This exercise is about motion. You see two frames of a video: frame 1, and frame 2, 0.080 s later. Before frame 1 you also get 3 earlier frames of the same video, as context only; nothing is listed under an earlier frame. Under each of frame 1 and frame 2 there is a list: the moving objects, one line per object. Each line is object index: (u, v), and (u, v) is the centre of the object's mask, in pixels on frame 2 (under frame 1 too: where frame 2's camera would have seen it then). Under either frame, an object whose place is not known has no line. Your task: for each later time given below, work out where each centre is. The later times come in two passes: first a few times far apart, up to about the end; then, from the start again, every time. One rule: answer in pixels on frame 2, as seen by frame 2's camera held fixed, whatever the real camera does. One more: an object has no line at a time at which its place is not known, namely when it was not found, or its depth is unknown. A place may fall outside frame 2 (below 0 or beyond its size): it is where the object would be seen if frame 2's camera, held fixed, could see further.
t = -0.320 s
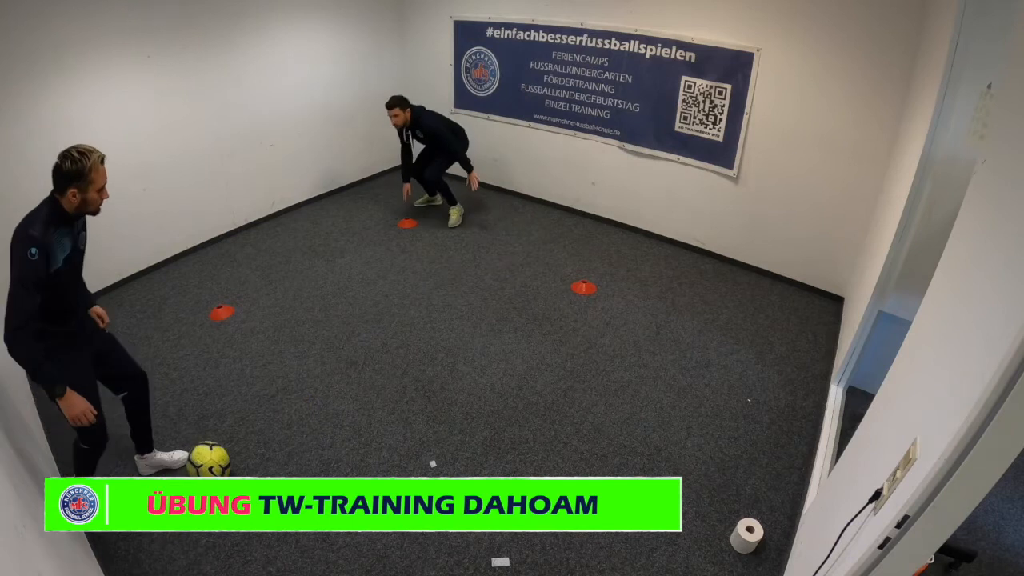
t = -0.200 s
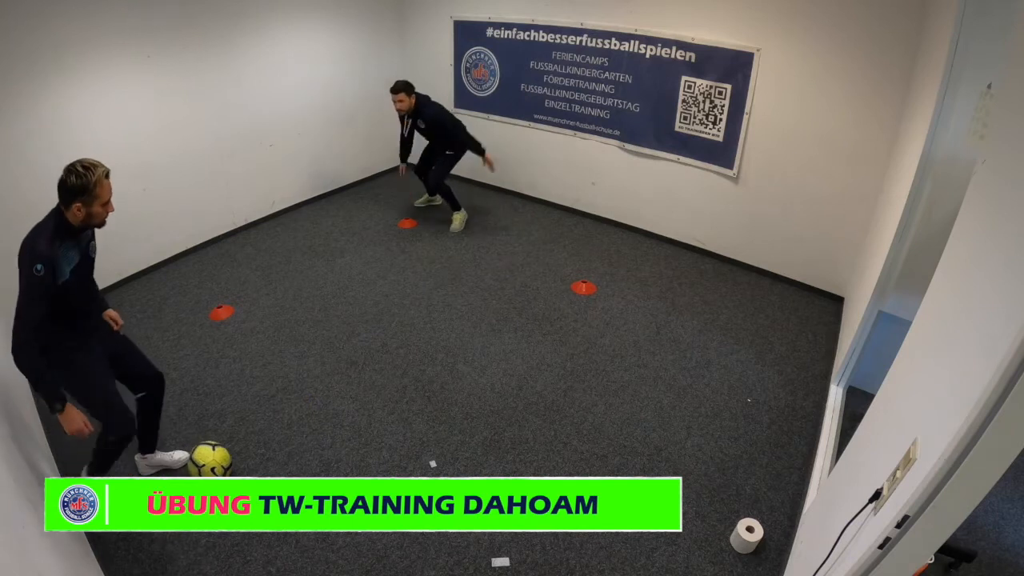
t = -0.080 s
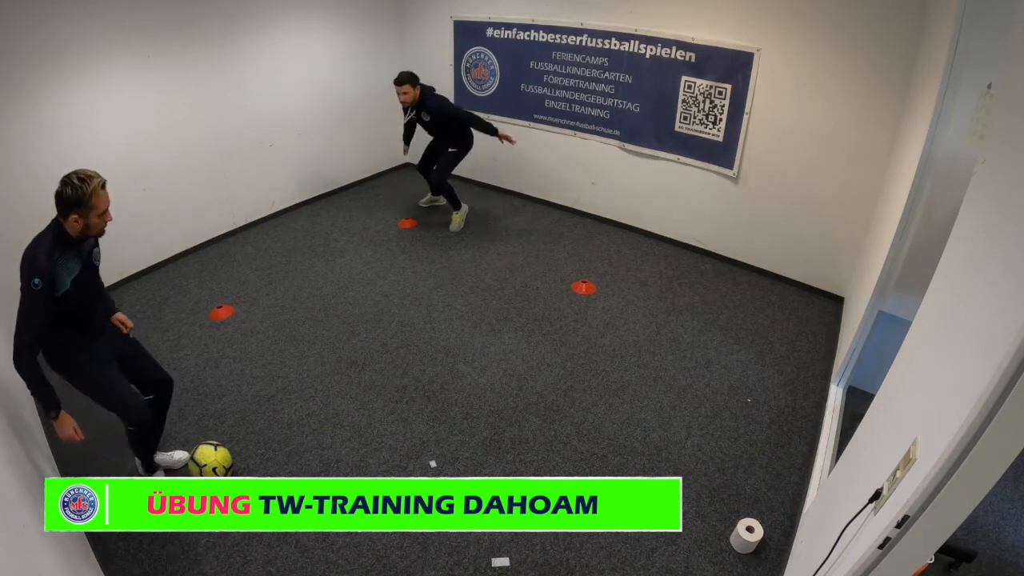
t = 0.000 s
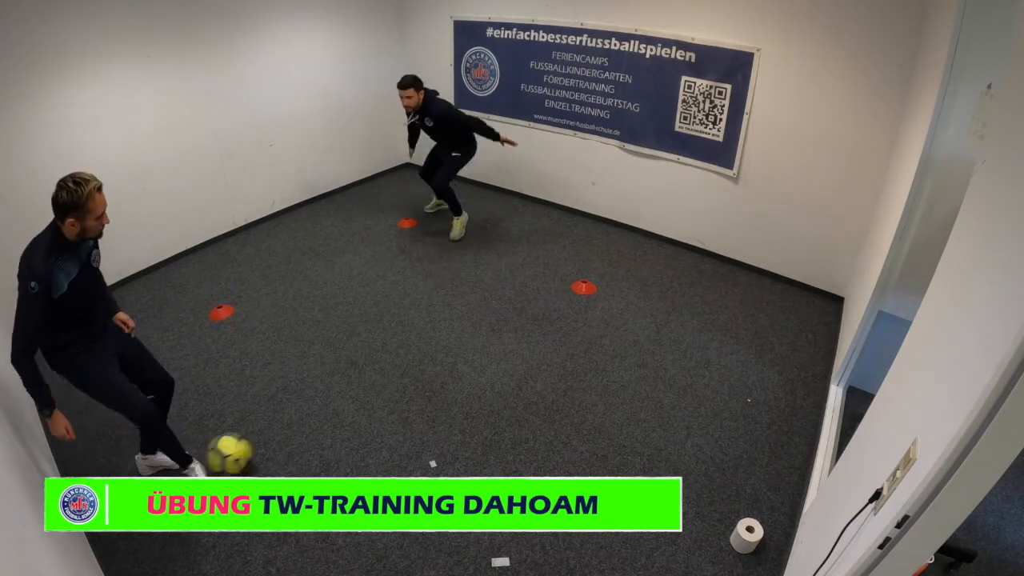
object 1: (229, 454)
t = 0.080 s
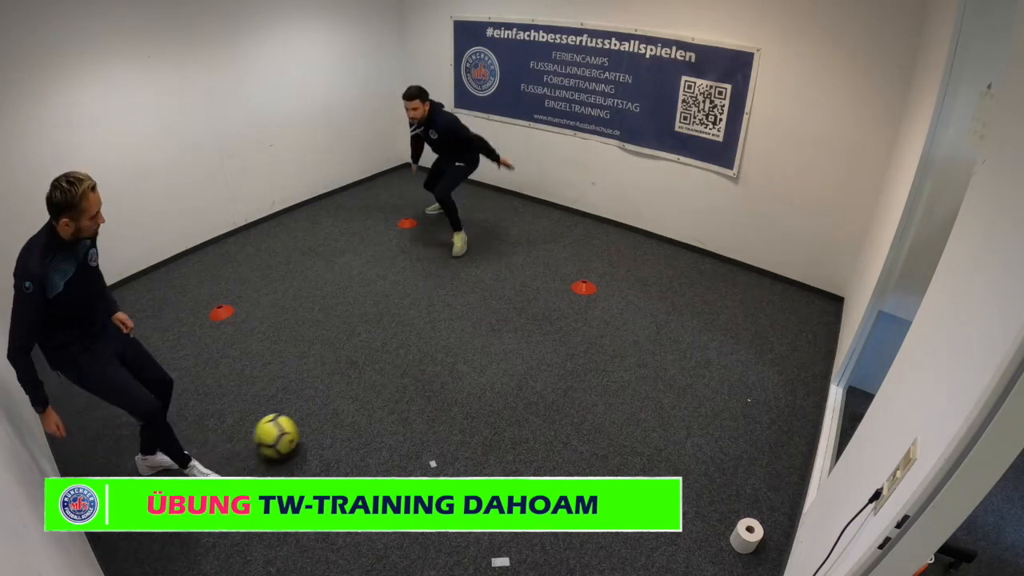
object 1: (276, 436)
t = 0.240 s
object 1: (349, 404)
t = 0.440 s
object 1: (421, 373)
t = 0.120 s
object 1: (297, 428)
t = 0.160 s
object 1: (316, 419)
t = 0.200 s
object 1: (334, 412)
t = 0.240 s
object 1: (349, 404)
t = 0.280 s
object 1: (364, 398)
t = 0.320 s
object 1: (379, 392)
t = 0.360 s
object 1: (393, 386)
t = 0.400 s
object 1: (407, 380)
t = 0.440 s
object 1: (421, 373)
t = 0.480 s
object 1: (434, 367)
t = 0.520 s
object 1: (447, 362)
